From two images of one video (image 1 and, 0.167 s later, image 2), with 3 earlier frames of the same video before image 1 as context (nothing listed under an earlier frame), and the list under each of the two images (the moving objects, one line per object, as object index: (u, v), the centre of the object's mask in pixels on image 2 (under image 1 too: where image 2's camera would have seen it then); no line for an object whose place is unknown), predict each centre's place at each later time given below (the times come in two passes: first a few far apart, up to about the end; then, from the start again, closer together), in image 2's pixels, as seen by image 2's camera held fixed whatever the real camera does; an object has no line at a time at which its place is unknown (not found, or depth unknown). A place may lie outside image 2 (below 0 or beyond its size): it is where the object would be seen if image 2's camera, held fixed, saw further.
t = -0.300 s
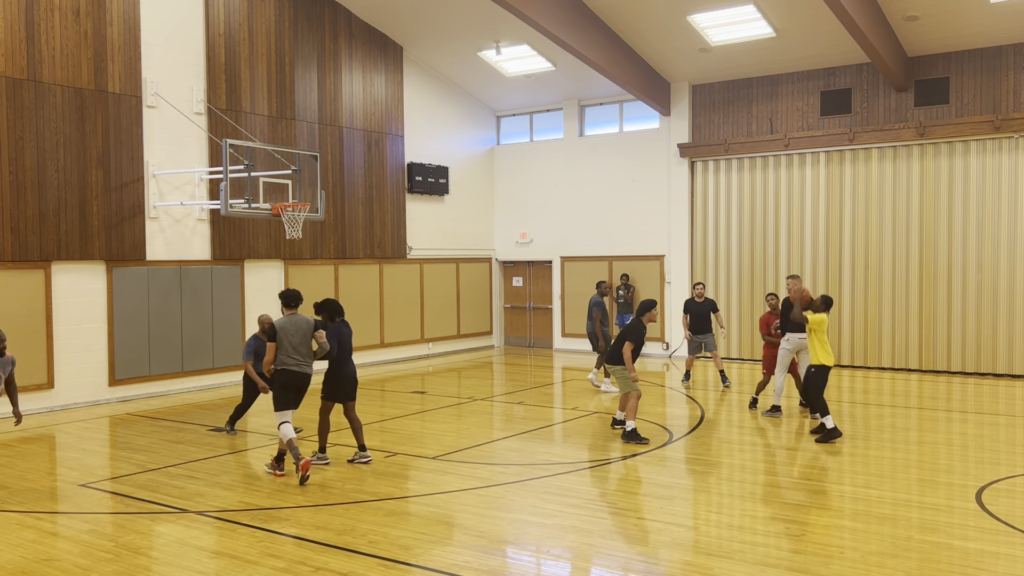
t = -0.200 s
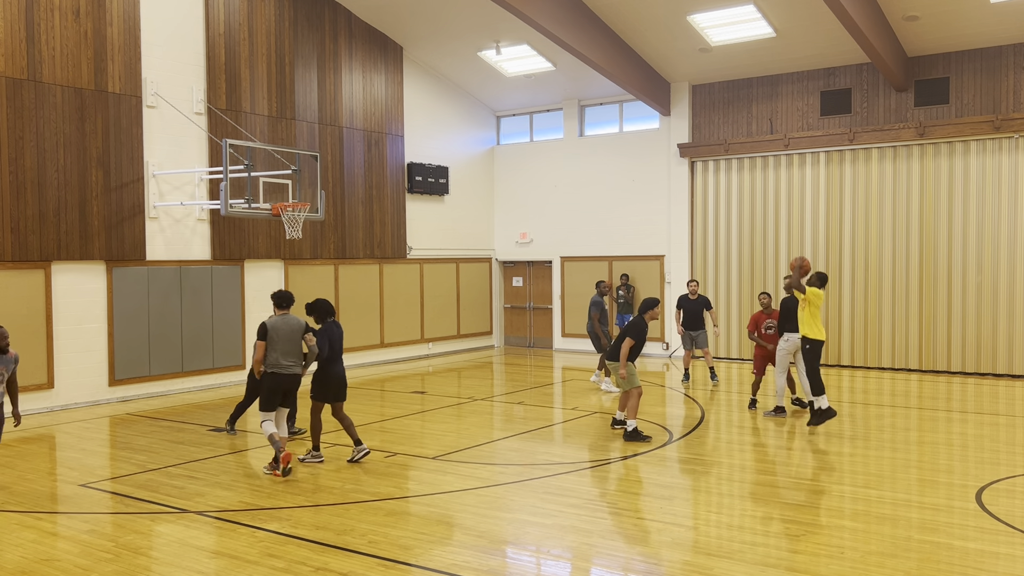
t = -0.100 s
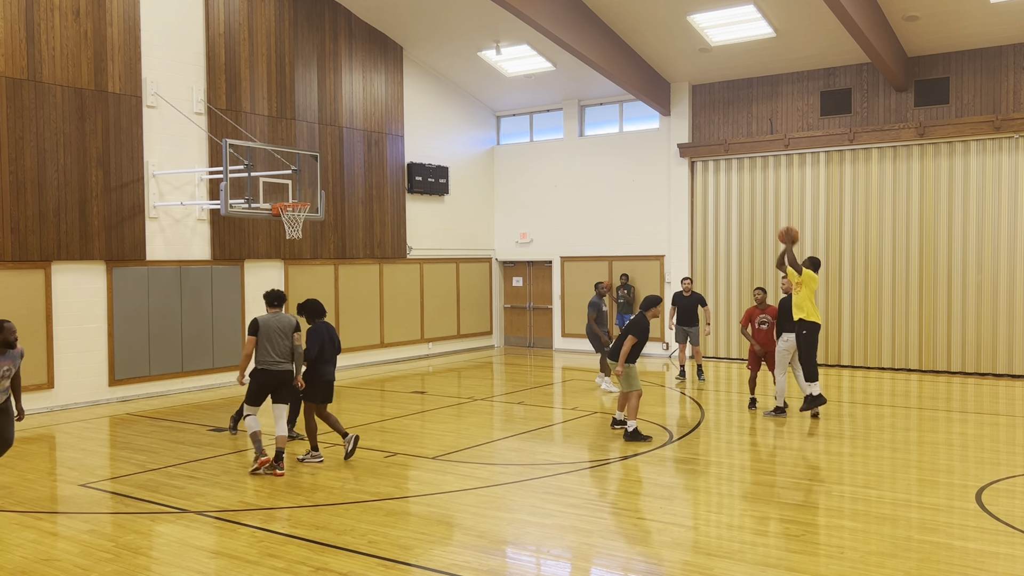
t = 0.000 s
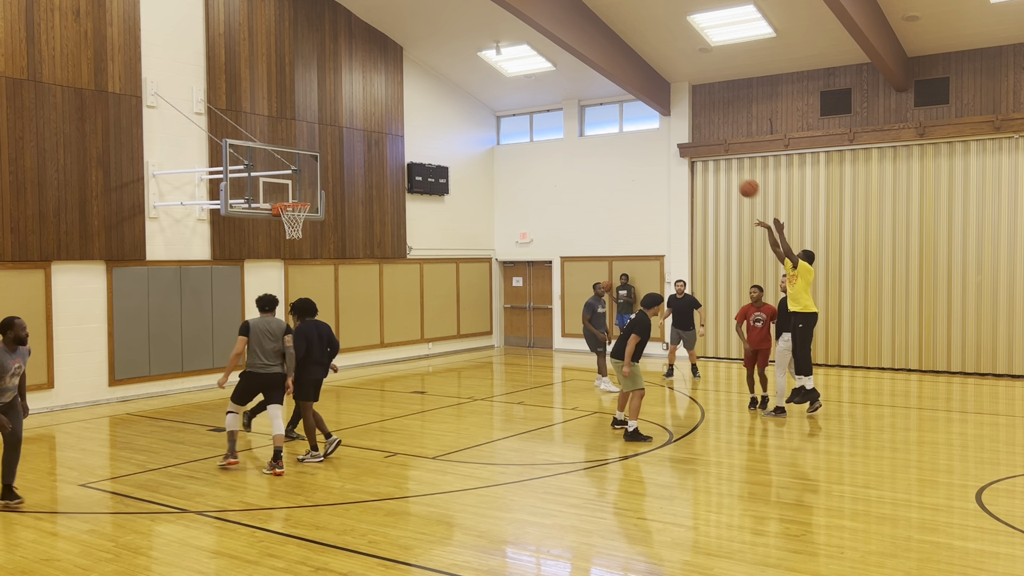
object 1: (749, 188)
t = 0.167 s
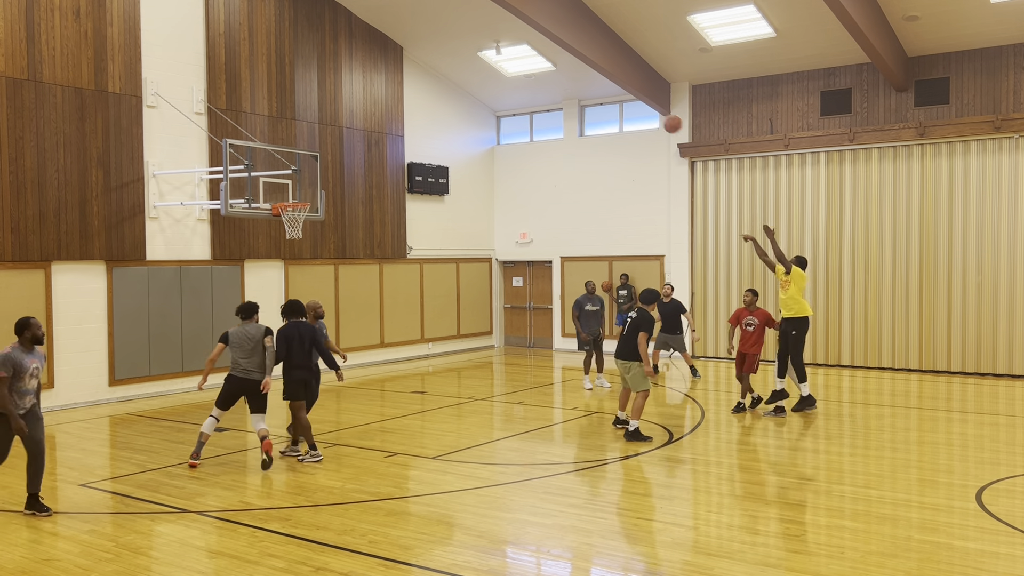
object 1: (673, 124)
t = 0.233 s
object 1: (644, 104)
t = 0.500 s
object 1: (537, 66)
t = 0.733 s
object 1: (453, 74)
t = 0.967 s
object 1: (376, 118)
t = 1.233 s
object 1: (298, 200)
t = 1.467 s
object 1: (281, 217)
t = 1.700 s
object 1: (294, 234)
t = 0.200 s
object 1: (659, 113)
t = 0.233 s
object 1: (644, 104)
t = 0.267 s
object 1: (630, 96)
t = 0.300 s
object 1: (616, 90)
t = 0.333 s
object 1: (602, 84)
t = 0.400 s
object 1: (575, 74)
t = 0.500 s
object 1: (537, 66)
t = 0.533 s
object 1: (524, 65)
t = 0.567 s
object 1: (512, 65)
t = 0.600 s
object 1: (499, 65)
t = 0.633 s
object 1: (487, 66)
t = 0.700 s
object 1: (464, 71)
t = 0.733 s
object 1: (453, 74)
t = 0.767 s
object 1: (441, 78)
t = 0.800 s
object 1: (430, 83)
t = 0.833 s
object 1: (419, 89)
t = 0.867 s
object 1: (408, 95)
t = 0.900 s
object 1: (397, 101)
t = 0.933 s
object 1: (387, 110)
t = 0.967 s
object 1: (376, 118)
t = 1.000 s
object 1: (365, 126)
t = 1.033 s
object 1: (356, 135)
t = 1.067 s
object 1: (346, 145)
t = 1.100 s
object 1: (336, 155)
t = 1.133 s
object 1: (327, 167)
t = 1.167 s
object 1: (317, 178)
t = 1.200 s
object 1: (307, 190)
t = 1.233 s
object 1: (298, 200)
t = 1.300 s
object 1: (284, 215)
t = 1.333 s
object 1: (281, 219)
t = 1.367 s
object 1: (280, 217)
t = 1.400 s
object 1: (279, 218)
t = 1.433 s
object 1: (280, 218)
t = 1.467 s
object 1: (281, 217)
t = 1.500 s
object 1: (284, 218)
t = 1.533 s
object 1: (285, 218)
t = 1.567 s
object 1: (288, 219)
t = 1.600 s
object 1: (290, 222)
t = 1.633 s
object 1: (291, 226)
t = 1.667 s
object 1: (293, 230)
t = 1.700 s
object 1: (294, 234)
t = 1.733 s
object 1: (296, 240)
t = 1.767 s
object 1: (299, 246)
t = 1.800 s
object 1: (302, 254)
